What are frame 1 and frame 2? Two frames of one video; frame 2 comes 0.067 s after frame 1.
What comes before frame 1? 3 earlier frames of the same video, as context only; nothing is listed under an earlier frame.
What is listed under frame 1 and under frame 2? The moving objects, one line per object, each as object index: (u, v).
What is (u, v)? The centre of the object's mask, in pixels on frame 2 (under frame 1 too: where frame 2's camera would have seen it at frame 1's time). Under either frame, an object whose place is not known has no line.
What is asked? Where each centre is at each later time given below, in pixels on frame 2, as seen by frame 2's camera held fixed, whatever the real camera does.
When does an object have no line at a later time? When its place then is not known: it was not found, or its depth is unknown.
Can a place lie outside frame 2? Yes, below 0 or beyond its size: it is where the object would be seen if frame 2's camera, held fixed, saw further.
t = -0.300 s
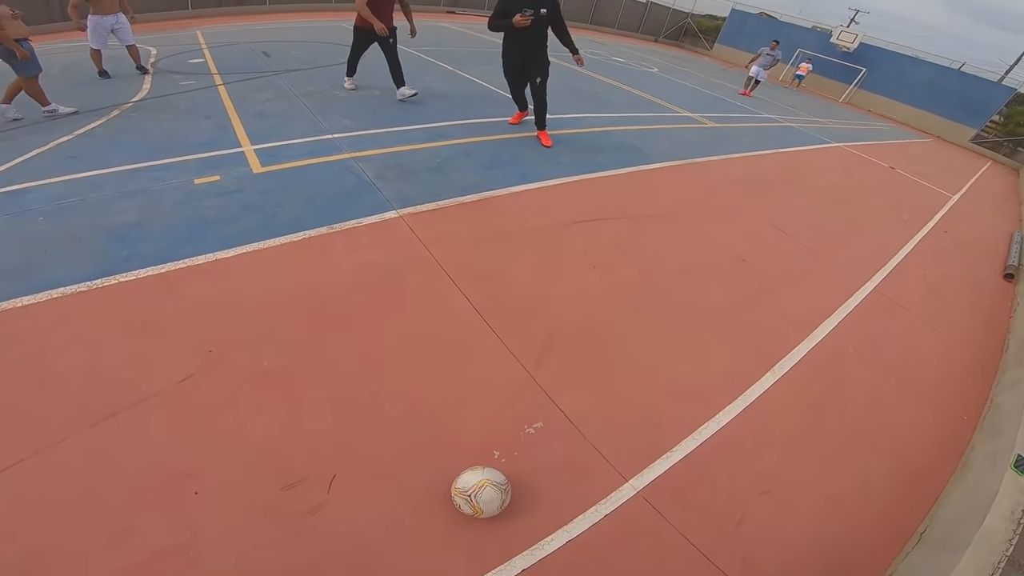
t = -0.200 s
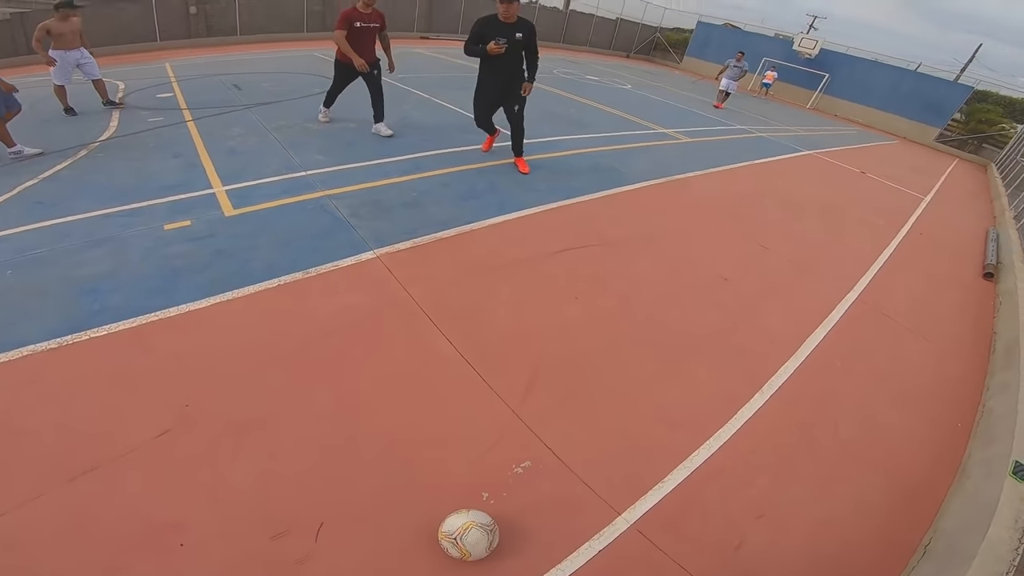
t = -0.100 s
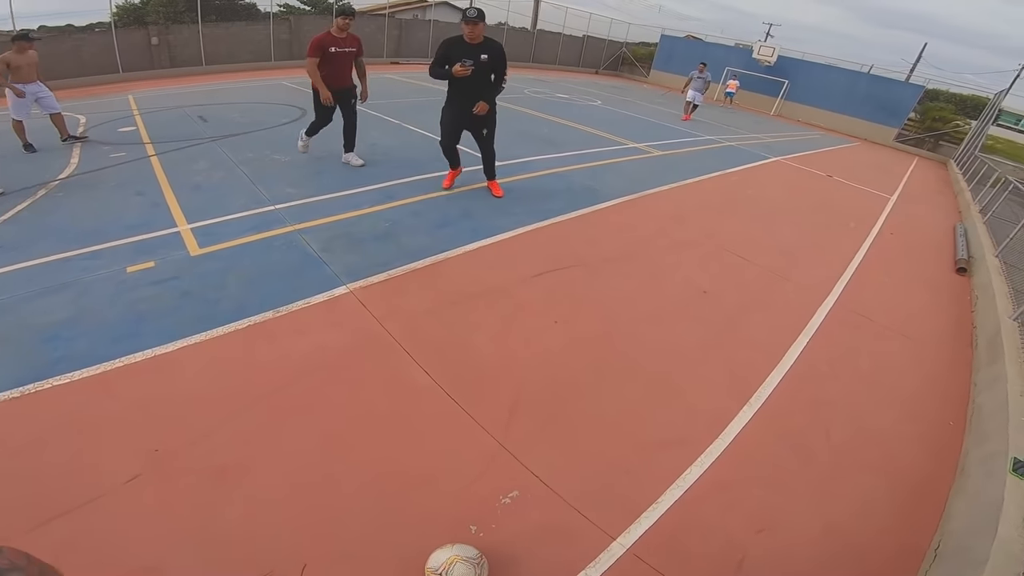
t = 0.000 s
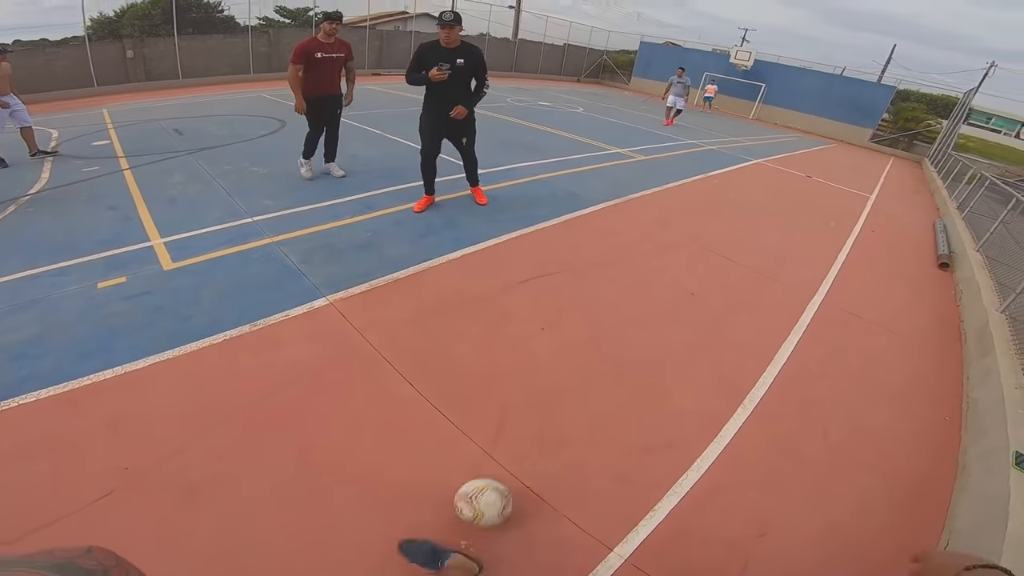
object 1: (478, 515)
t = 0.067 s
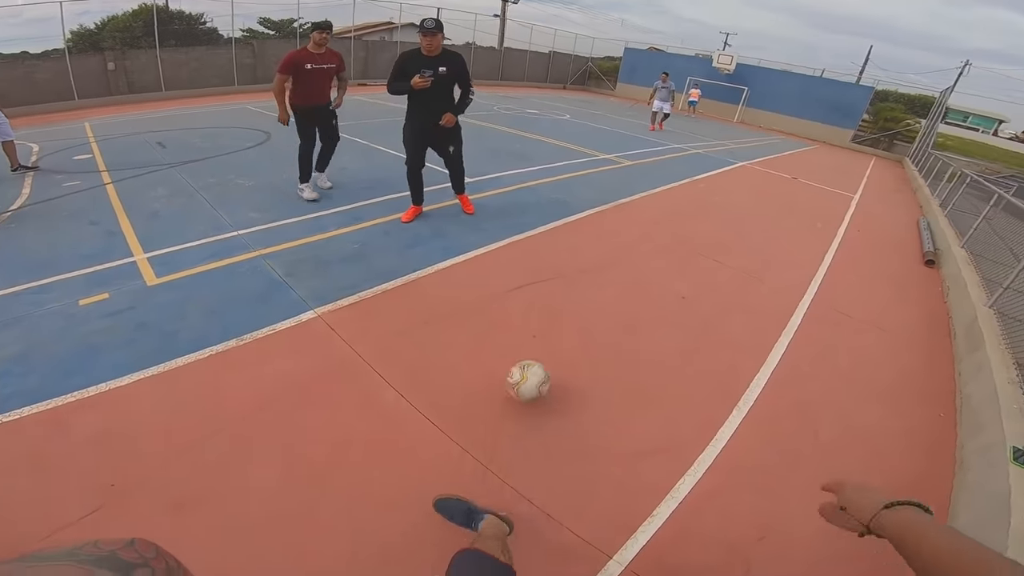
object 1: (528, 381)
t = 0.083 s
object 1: (536, 355)
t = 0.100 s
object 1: (543, 335)
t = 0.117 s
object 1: (550, 317)
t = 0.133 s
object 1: (555, 302)
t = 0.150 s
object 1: (560, 289)
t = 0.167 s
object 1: (564, 278)
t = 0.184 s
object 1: (567, 269)
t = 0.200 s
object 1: (570, 259)
